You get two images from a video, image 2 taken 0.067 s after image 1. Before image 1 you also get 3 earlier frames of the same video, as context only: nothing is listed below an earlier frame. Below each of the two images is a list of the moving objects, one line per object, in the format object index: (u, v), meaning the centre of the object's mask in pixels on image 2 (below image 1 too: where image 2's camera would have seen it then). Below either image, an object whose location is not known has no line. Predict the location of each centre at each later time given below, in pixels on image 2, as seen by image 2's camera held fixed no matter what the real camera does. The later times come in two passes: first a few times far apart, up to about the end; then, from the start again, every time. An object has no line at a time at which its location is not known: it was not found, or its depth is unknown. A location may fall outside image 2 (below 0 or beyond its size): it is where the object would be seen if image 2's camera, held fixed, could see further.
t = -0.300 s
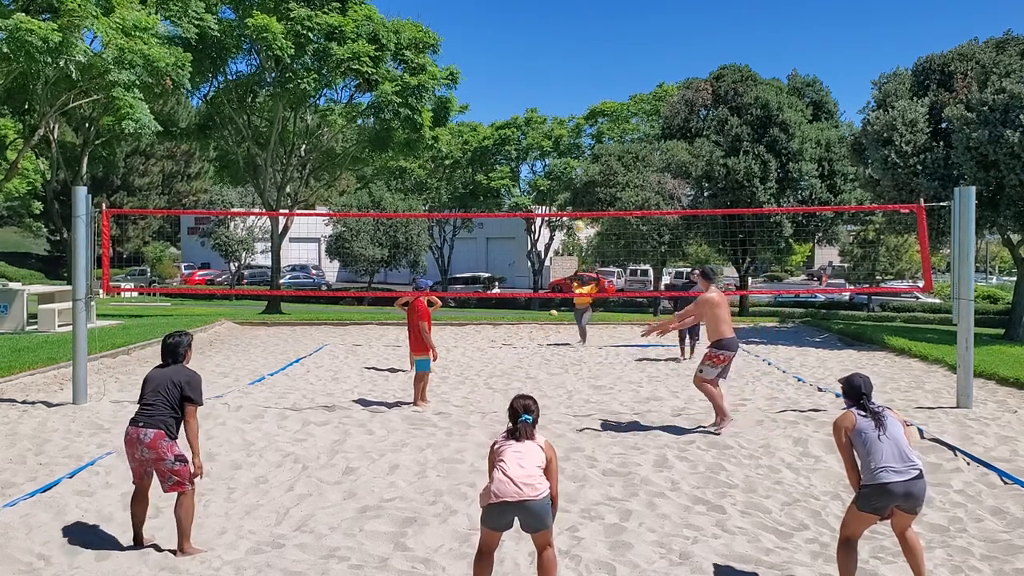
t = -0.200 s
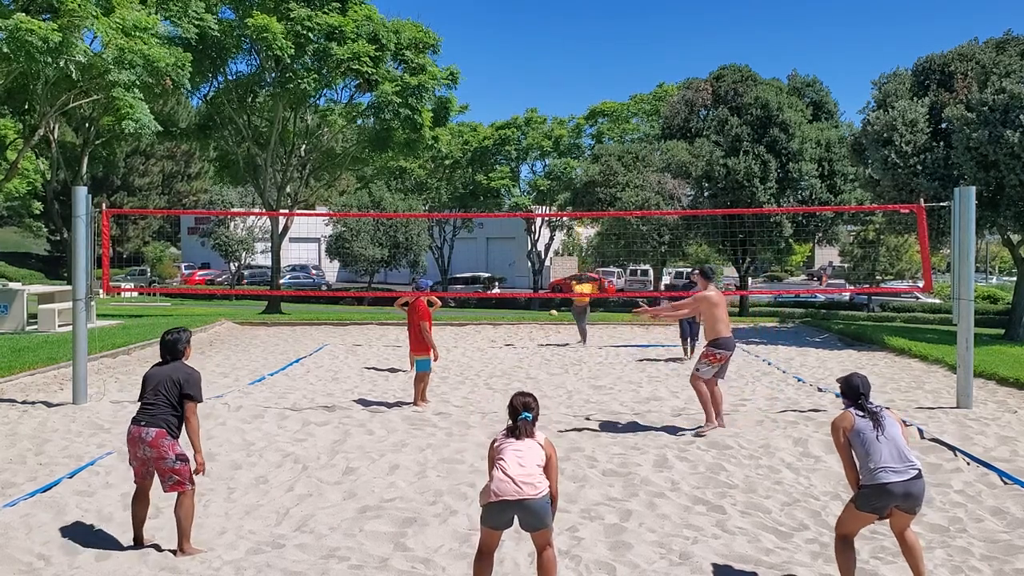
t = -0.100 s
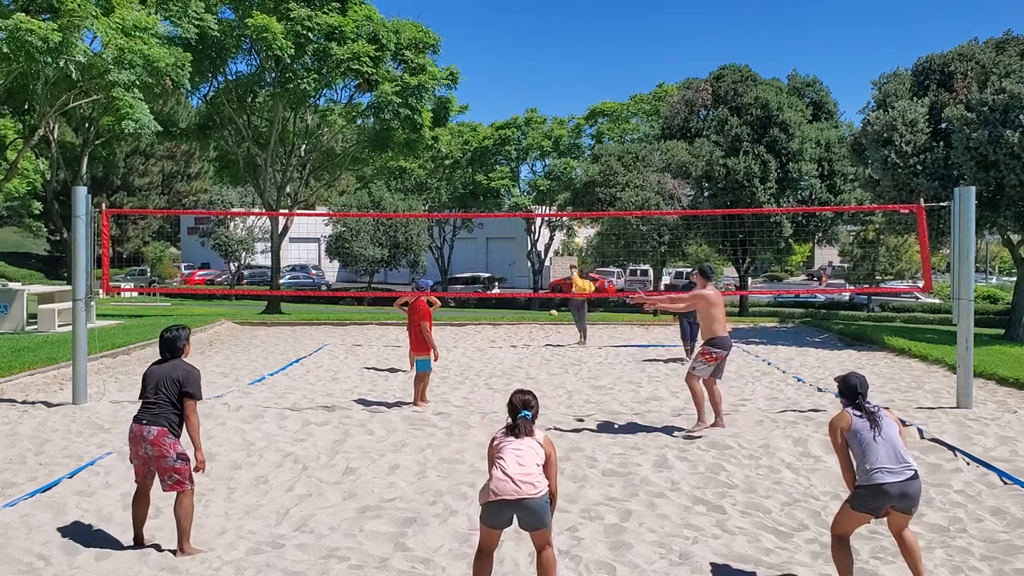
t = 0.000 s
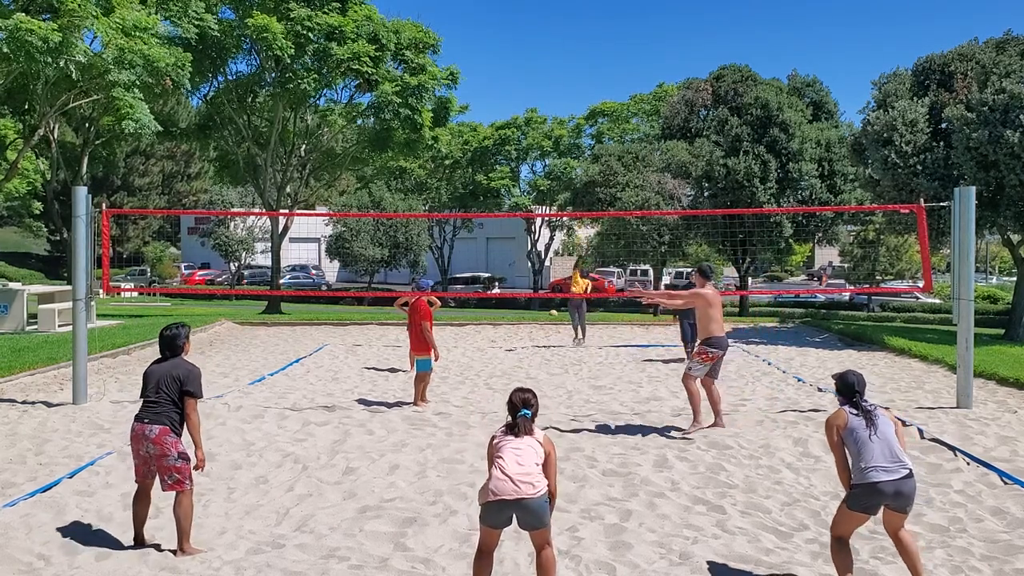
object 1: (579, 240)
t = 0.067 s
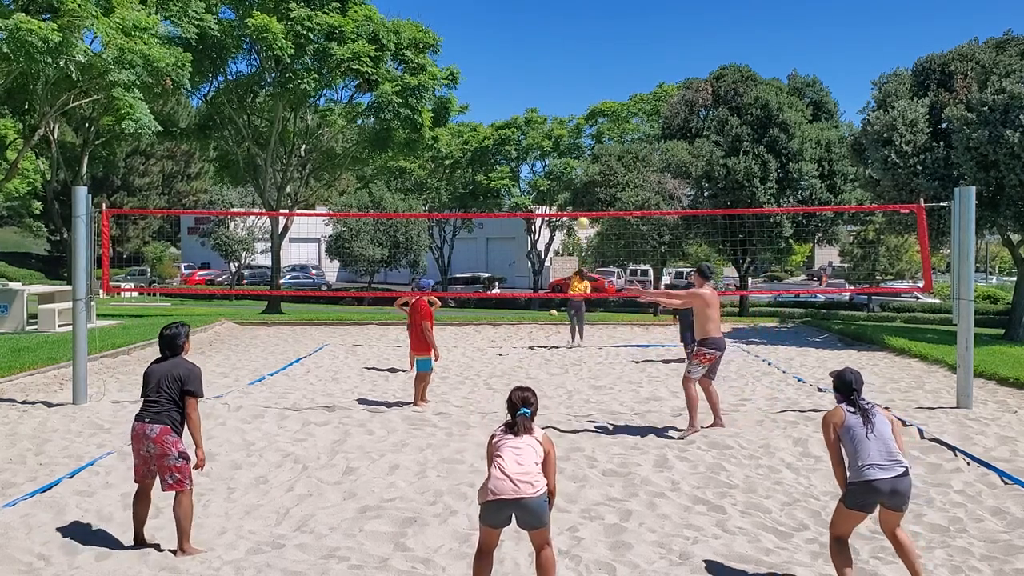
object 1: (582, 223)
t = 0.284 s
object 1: (593, 188)
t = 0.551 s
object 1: (607, 188)
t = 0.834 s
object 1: (614, 209)
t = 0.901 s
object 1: (614, 214)
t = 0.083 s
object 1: (584, 221)
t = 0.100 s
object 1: (584, 218)
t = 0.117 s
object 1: (585, 210)
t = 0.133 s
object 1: (586, 208)
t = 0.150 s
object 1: (587, 206)
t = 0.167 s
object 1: (587, 204)
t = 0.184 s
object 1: (588, 201)
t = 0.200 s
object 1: (589, 198)
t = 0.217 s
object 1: (589, 196)
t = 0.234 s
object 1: (590, 194)
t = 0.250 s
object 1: (591, 192)
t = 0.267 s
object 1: (592, 190)
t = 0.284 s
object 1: (593, 188)
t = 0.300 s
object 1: (594, 187)
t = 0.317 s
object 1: (594, 185)
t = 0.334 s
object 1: (595, 184)
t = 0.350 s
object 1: (596, 183)
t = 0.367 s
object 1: (597, 182)
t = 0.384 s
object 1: (598, 182)
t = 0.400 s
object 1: (599, 181)
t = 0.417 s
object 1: (600, 181)
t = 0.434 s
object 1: (601, 181)
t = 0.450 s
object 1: (601, 181)
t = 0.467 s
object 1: (603, 182)
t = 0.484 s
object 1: (603, 182)
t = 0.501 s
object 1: (604, 184)
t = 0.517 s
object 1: (605, 185)
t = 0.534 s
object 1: (606, 186)
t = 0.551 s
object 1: (607, 188)
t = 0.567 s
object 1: (608, 190)
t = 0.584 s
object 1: (609, 192)
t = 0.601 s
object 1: (610, 195)
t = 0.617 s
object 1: (611, 198)
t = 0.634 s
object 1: (612, 201)
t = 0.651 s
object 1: (613, 204)
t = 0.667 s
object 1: (614, 206)
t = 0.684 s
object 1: (615, 211)
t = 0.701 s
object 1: (615, 211)
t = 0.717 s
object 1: (616, 211)
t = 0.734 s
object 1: (616, 211)
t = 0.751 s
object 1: (616, 211)
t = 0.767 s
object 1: (615, 212)
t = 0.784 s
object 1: (615, 210)
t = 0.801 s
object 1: (615, 210)
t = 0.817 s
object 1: (615, 210)
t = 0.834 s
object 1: (614, 209)
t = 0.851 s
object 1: (616, 209)
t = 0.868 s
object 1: (614, 209)
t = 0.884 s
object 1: (614, 209)
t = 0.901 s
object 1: (614, 214)
